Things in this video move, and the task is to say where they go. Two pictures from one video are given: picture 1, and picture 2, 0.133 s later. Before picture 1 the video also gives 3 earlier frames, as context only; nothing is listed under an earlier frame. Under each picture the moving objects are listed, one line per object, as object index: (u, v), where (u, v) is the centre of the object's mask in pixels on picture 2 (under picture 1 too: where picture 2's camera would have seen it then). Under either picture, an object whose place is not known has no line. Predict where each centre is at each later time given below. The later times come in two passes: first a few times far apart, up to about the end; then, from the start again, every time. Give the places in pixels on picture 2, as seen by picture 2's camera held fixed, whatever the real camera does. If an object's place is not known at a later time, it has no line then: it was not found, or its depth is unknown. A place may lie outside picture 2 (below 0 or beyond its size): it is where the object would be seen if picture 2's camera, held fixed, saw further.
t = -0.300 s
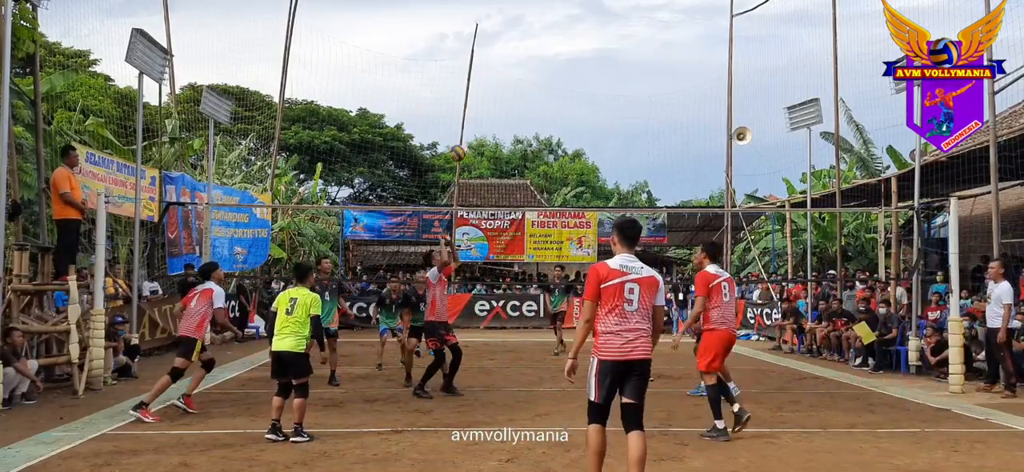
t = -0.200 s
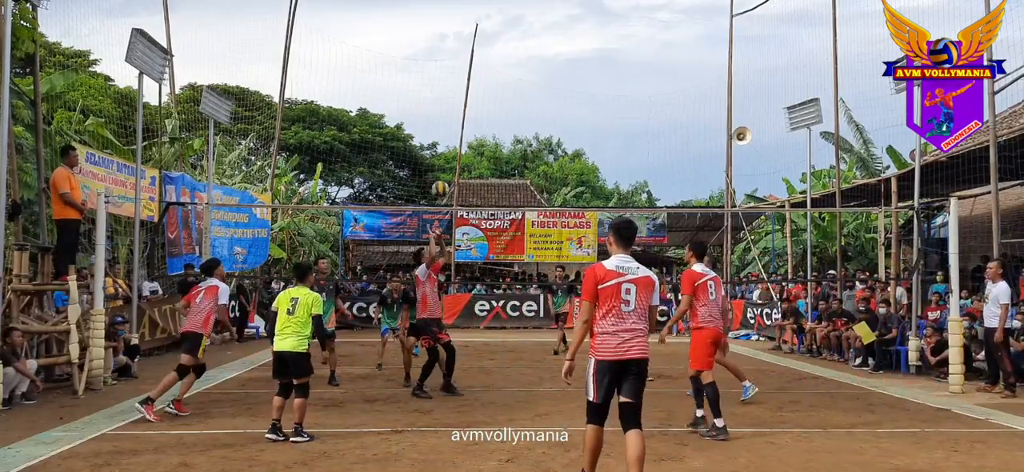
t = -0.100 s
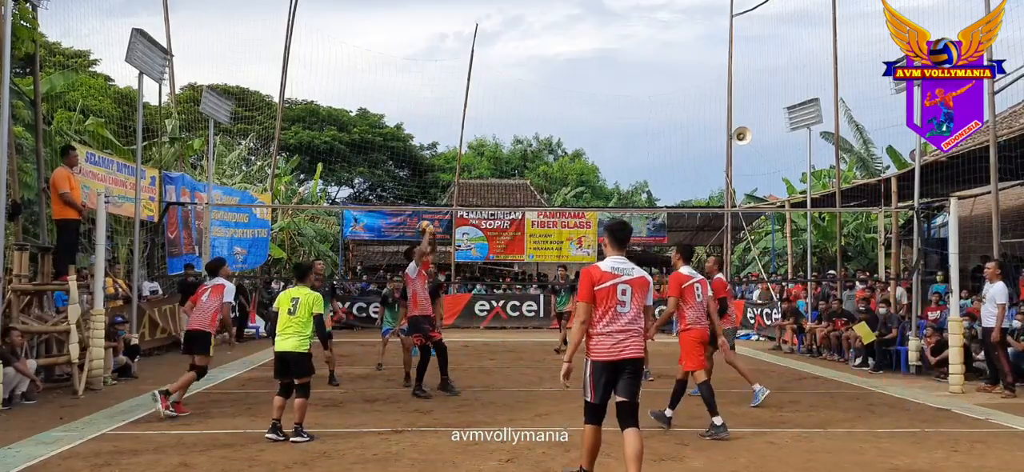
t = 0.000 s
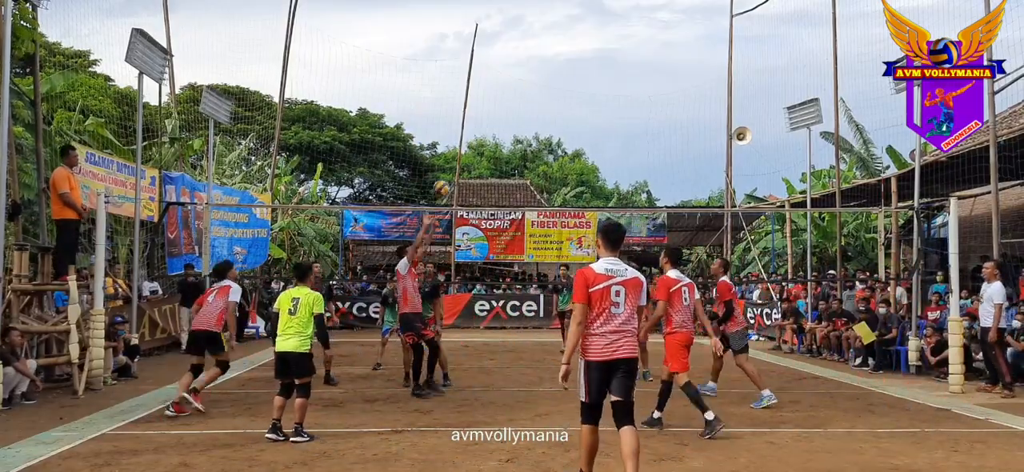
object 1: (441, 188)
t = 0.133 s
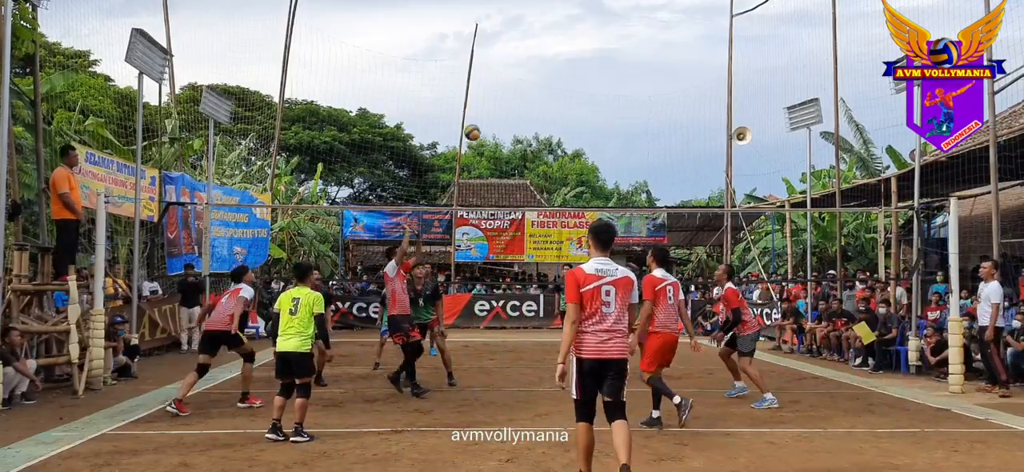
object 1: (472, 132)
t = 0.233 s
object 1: (495, 100)
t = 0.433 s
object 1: (539, 60)
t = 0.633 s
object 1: (582, 50)
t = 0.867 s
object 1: (630, 76)
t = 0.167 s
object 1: (480, 121)
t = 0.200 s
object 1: (488, 110)
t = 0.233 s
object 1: (495, 100)
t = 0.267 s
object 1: (503, 91)
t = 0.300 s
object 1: (510, 83)
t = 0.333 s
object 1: (517, 76)
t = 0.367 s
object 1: (525, 70)
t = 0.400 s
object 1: (532, 64)
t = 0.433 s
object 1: (539, 60)
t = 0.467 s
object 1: (546, 56)
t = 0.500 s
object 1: (554, 53)
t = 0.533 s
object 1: (561, 51)
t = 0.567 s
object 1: (568, 50)
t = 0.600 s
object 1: (575, 49)
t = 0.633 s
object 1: (582, 50)
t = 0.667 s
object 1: (589, 51)
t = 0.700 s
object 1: (596, 53)
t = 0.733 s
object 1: (603, 56)
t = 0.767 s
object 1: (610, 60)
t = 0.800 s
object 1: (616, 64)
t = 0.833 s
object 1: (623, 70)
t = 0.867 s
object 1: (630, 76)
